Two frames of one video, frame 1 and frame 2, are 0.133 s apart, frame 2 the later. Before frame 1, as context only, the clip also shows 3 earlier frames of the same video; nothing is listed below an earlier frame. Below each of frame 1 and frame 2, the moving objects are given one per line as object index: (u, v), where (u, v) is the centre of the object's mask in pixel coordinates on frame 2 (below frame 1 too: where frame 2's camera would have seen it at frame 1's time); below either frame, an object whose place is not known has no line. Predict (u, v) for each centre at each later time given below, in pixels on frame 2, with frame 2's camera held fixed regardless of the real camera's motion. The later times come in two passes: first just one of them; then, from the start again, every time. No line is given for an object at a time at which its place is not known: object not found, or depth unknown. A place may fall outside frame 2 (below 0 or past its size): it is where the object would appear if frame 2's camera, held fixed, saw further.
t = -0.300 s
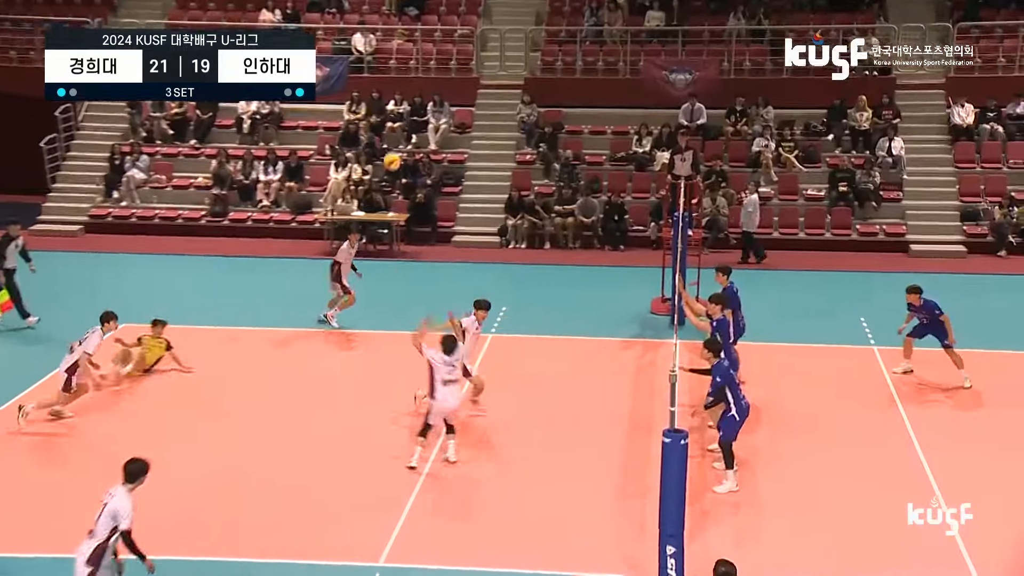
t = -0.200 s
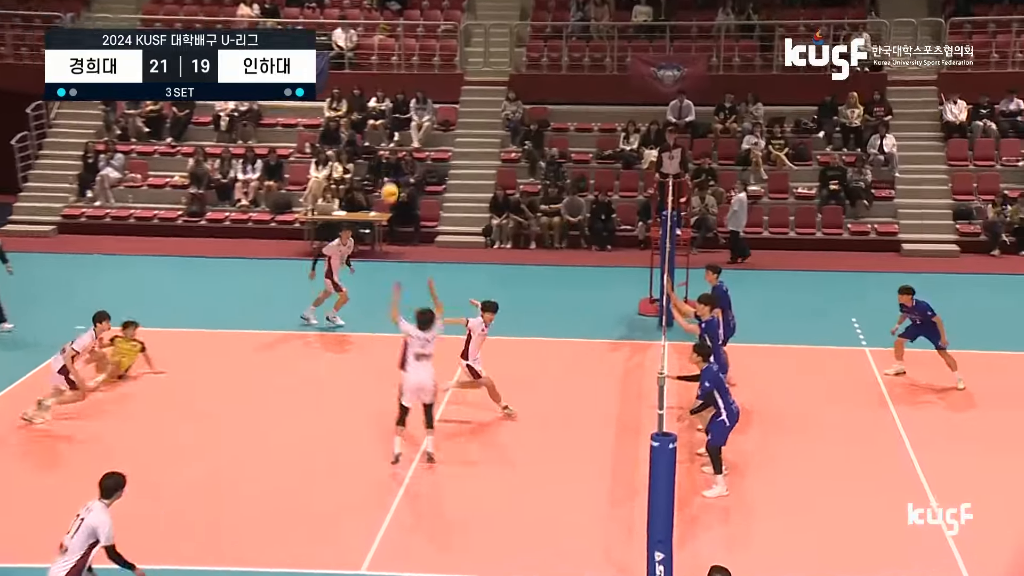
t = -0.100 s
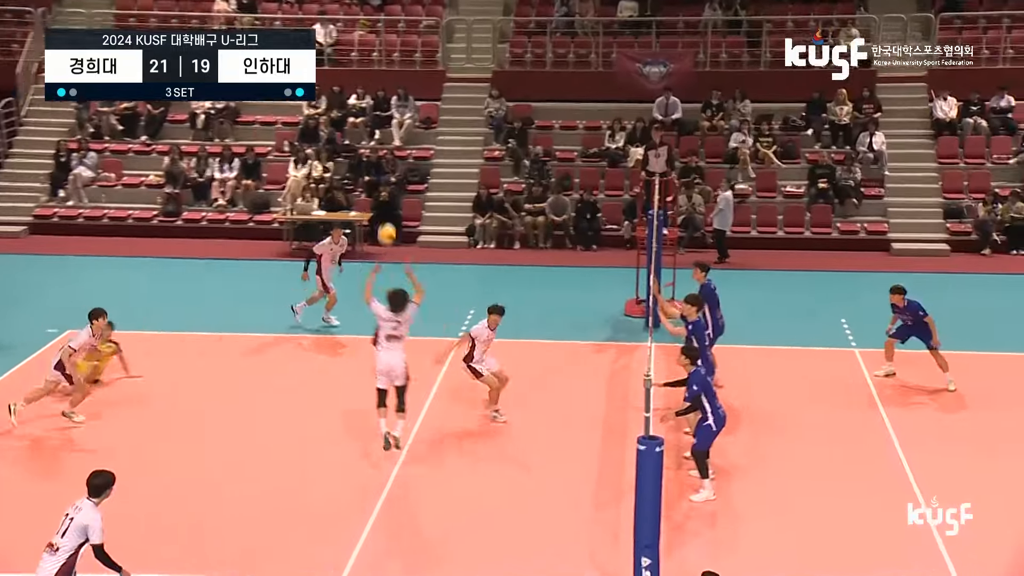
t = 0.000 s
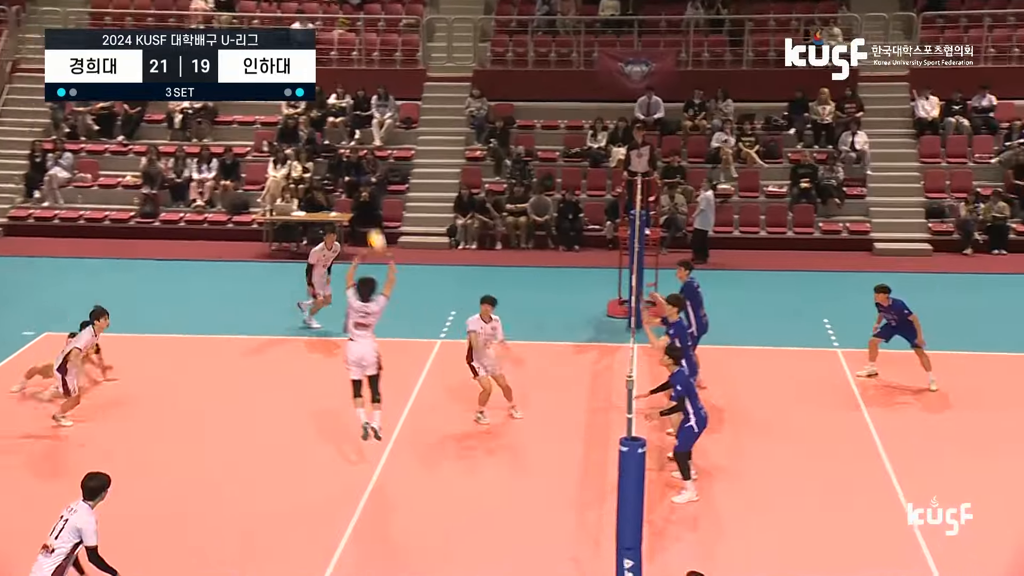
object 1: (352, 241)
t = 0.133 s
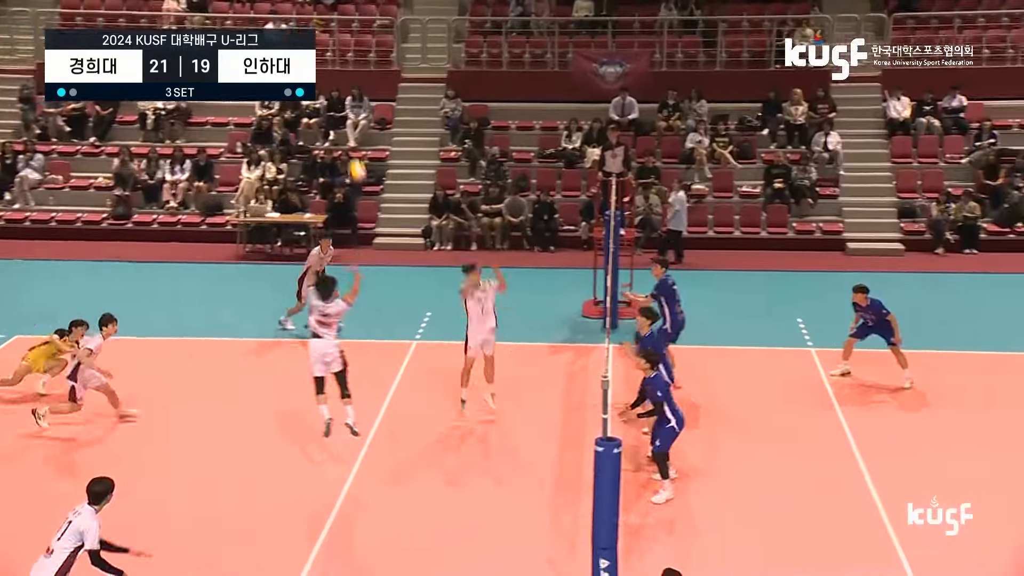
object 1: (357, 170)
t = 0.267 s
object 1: (362, 112)
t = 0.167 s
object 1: (358, 155)
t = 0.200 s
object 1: (360, 140)
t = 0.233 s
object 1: (361, 126)
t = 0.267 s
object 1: (362, 112)
